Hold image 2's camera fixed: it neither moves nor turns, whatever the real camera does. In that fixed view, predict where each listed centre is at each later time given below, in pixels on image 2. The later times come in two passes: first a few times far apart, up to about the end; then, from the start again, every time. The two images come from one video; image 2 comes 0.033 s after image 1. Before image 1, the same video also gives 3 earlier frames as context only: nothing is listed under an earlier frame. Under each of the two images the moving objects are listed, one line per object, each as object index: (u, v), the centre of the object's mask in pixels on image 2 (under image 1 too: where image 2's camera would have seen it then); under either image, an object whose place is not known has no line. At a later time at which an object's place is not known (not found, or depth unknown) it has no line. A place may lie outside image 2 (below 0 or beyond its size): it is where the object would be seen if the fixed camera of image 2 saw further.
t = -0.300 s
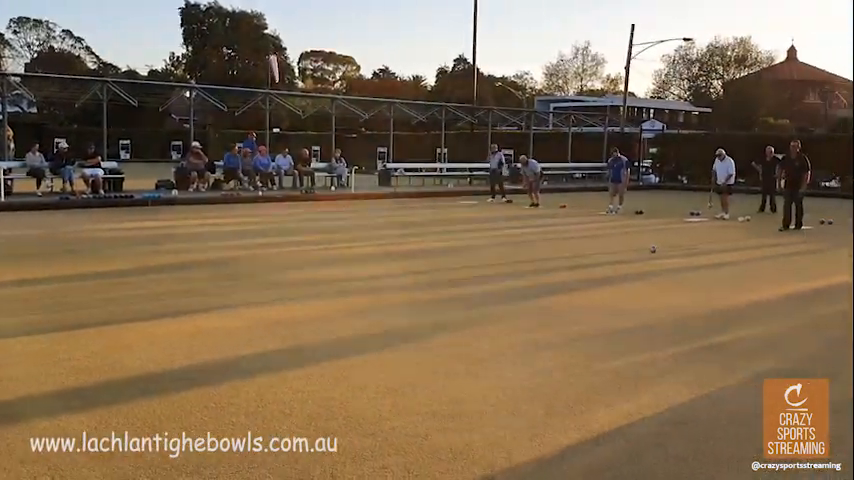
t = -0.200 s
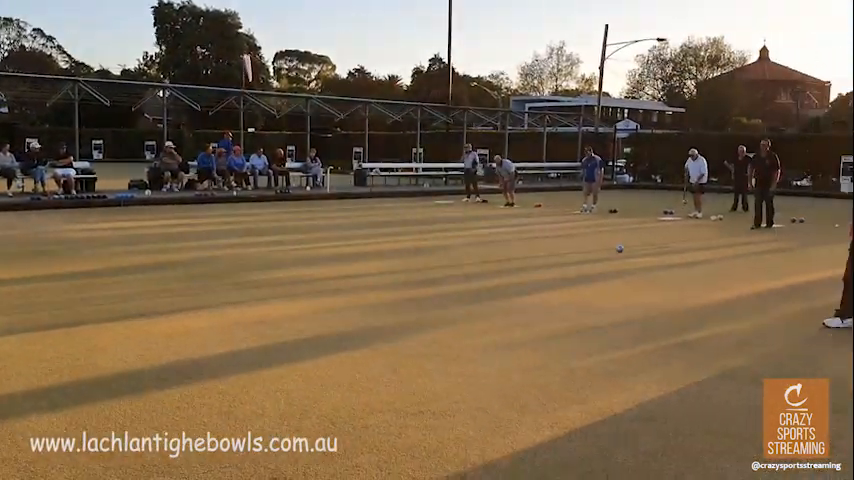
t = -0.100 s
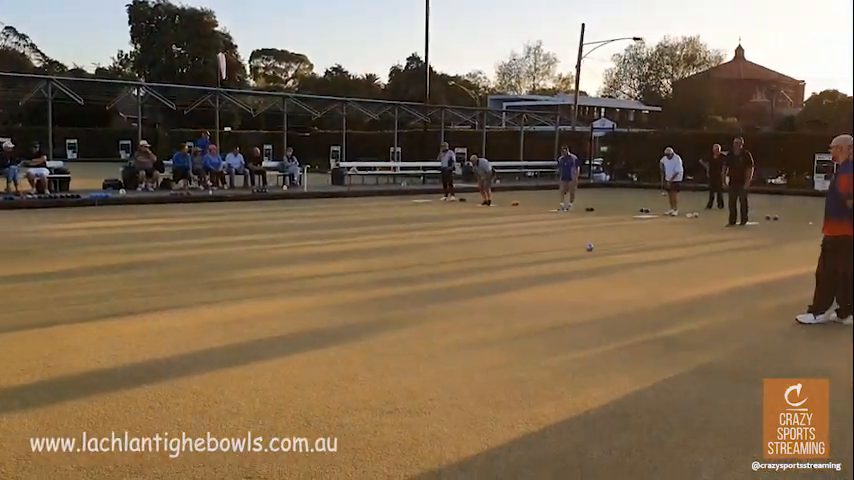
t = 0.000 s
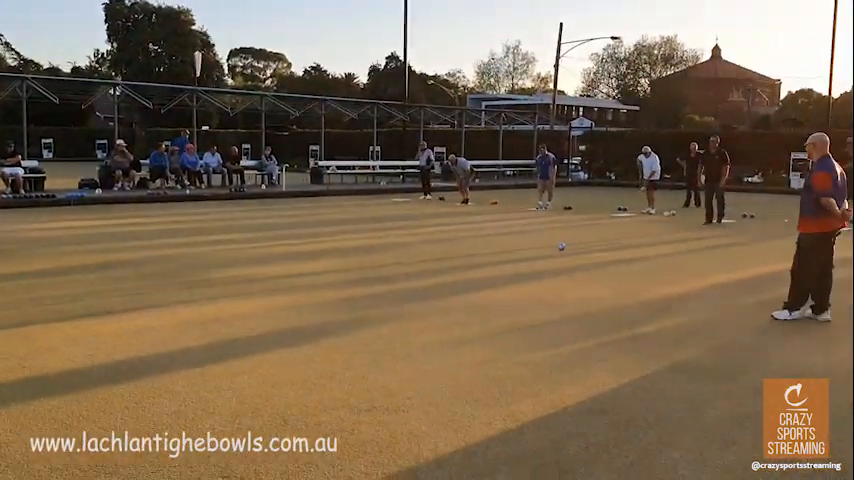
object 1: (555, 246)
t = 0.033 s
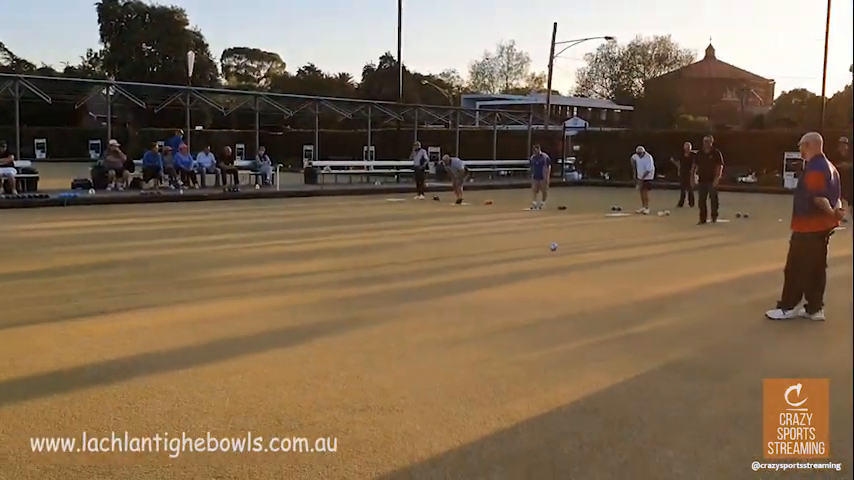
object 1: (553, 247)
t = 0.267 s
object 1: (537, 249)
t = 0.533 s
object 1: (518, 252)
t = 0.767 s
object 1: (501, 255)
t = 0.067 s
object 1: (551, 247)
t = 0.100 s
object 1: (548, 247)
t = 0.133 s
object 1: (546, 248)
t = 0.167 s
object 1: (544, 248)
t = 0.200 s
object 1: (543, 248)
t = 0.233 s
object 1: (540, 249)
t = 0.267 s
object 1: (537, 249)
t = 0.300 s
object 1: (535, 249)
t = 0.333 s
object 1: (532, 249)
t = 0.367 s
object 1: (530, 250)
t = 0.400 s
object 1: (528, 251)
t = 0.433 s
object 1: (525, 251)
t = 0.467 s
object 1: (523, 251)
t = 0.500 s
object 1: (520, 252)
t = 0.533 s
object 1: (518, 252)
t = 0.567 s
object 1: (516, 252)
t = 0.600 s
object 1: (513, 252)
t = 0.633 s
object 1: (511, 253)
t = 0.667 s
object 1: (508, 253)
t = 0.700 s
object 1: (506, 254)
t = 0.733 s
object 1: (504, 254)
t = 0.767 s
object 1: (501, 255)
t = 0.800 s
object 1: (498, 255)
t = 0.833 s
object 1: (496, 255)
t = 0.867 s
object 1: (493, 255)
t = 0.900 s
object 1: (490, 256)
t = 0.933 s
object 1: (488, 256)
